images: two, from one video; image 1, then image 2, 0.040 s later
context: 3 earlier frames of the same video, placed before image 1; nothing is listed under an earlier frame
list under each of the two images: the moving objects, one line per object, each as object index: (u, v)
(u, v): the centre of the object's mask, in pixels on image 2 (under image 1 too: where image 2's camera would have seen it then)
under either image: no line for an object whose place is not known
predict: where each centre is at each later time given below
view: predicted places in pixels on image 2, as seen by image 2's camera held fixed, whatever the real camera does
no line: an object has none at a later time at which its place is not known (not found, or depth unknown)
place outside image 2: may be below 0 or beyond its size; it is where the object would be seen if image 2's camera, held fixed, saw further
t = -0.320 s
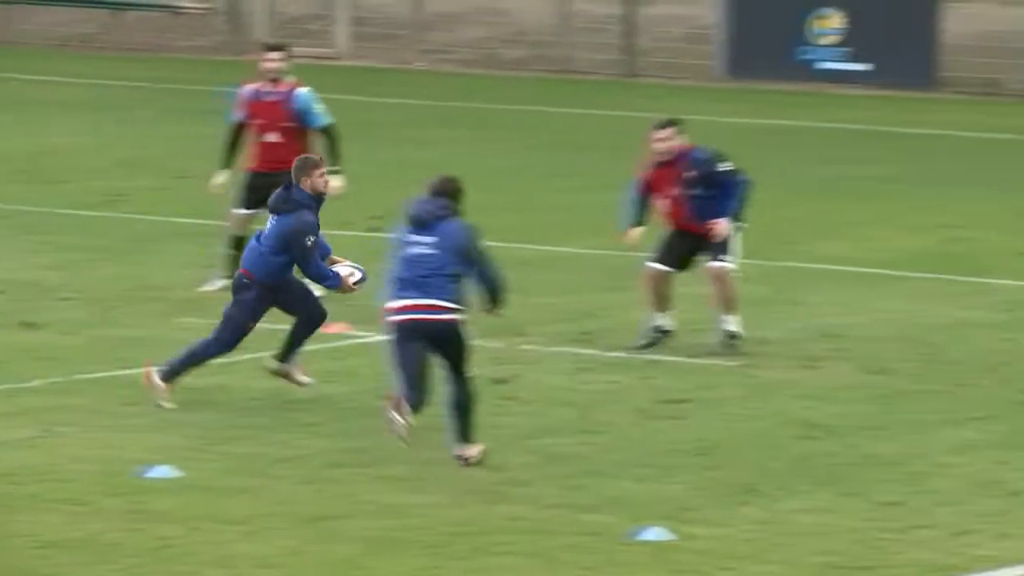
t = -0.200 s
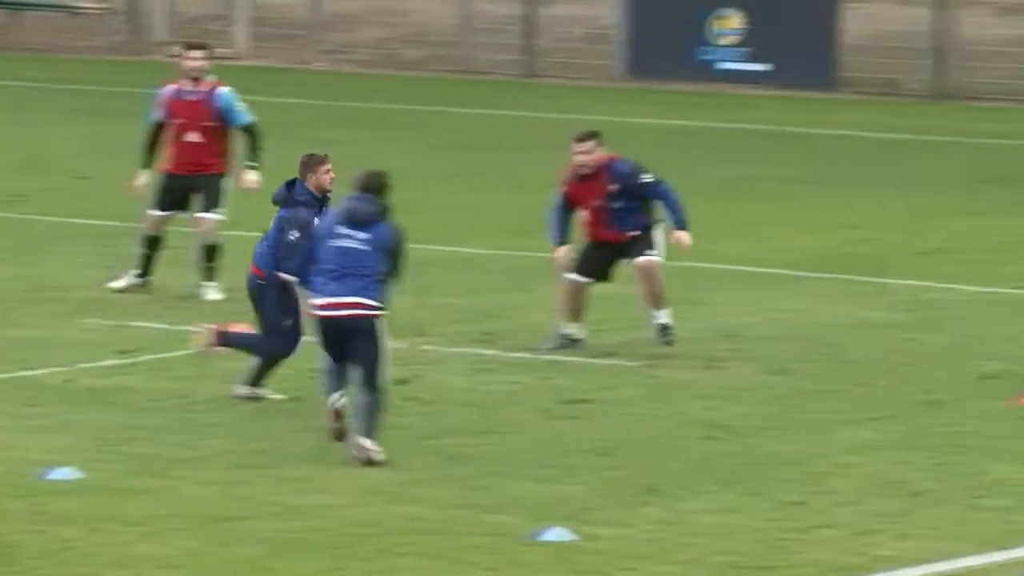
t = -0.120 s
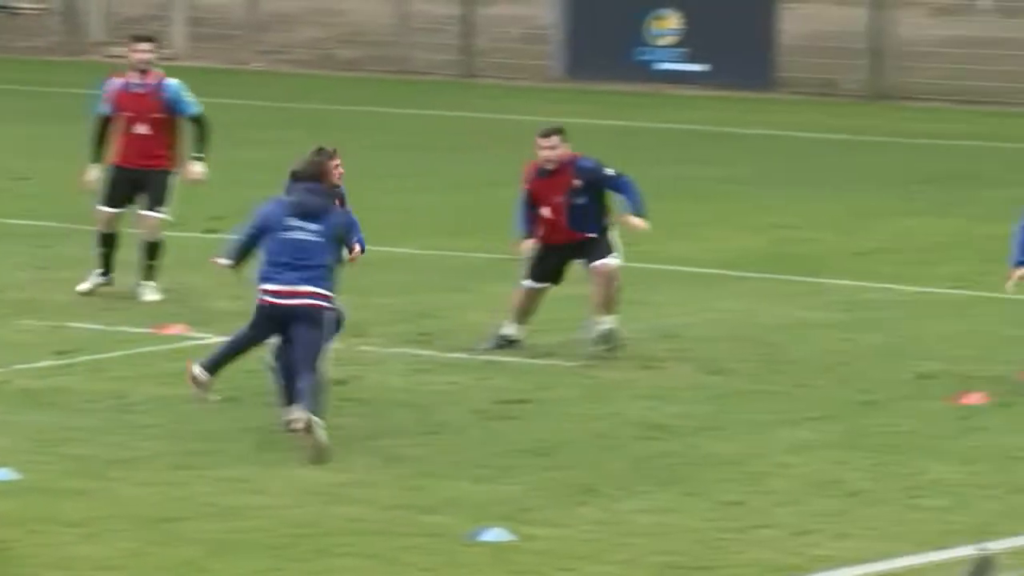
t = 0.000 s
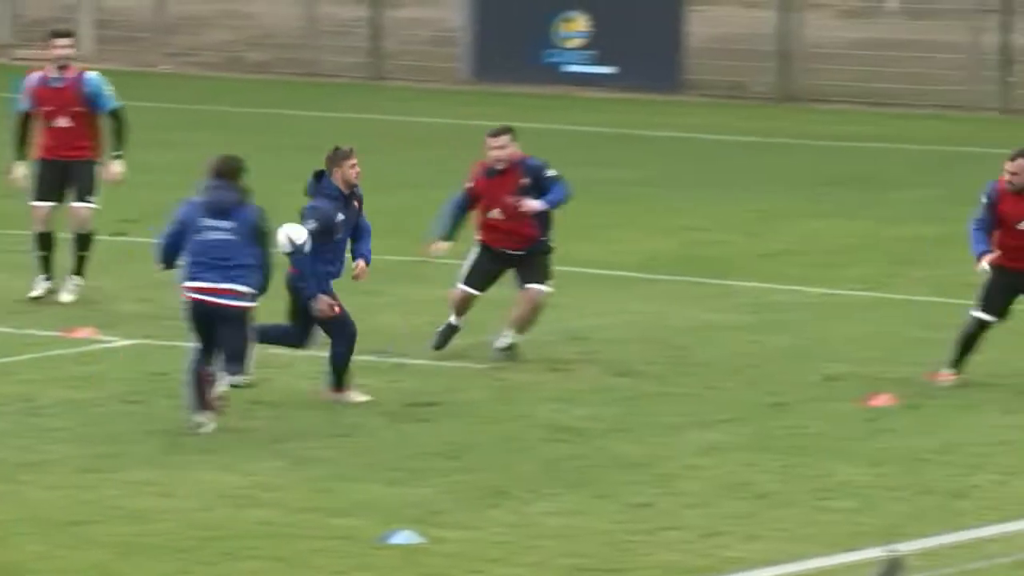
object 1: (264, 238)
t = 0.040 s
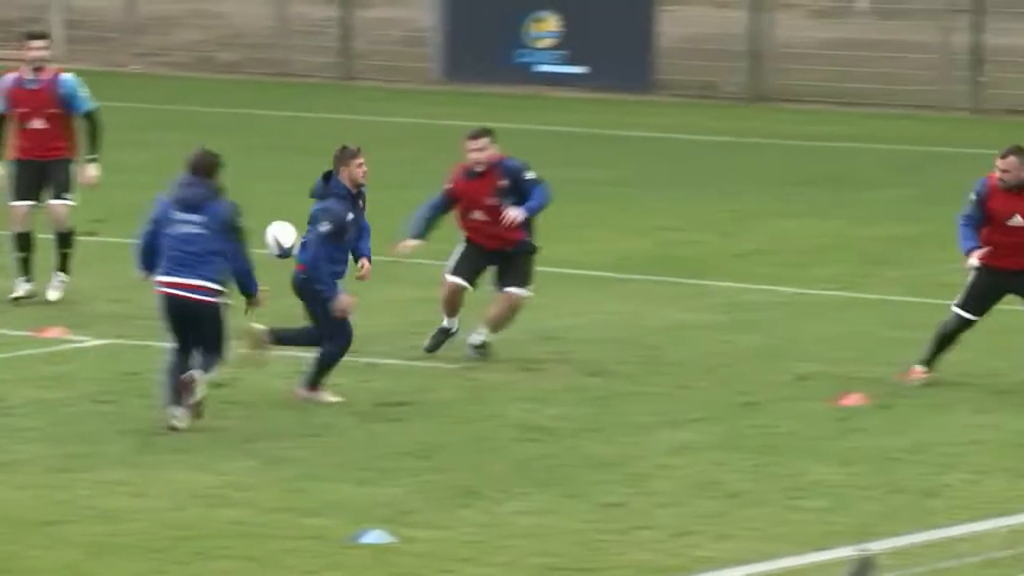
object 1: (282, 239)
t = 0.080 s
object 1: (299, 242)
